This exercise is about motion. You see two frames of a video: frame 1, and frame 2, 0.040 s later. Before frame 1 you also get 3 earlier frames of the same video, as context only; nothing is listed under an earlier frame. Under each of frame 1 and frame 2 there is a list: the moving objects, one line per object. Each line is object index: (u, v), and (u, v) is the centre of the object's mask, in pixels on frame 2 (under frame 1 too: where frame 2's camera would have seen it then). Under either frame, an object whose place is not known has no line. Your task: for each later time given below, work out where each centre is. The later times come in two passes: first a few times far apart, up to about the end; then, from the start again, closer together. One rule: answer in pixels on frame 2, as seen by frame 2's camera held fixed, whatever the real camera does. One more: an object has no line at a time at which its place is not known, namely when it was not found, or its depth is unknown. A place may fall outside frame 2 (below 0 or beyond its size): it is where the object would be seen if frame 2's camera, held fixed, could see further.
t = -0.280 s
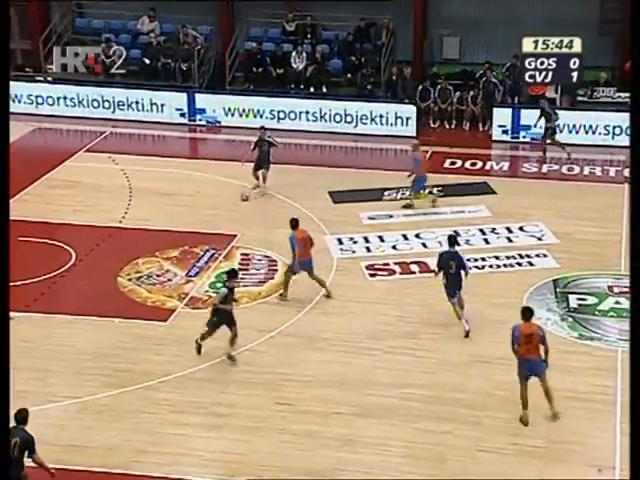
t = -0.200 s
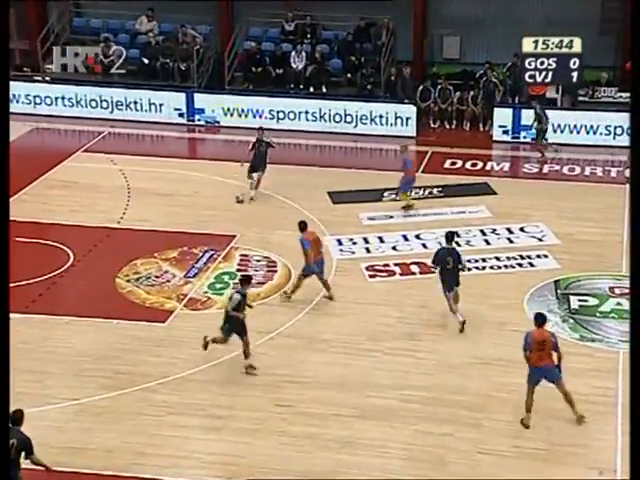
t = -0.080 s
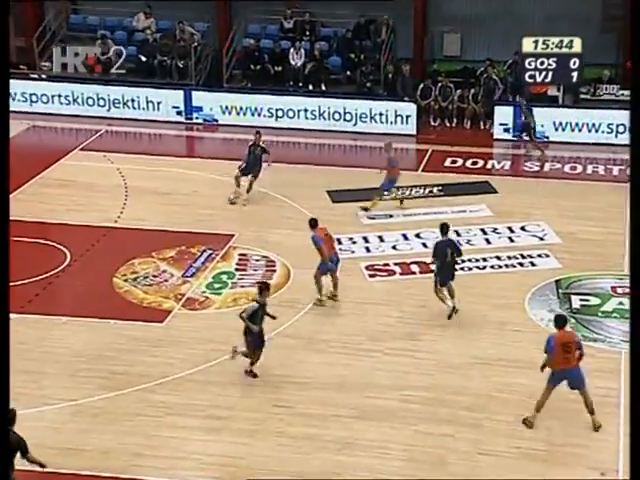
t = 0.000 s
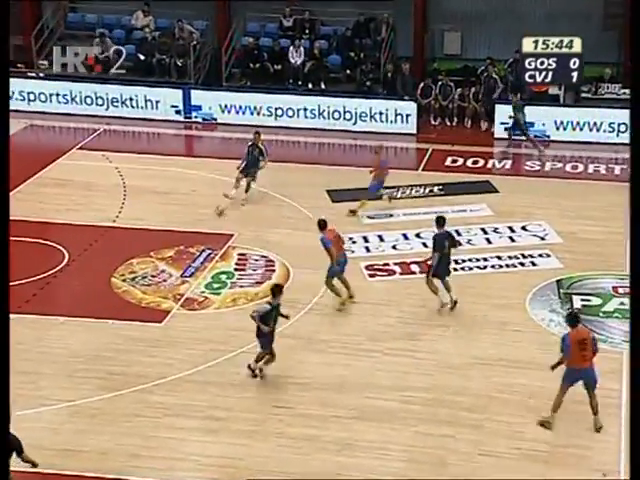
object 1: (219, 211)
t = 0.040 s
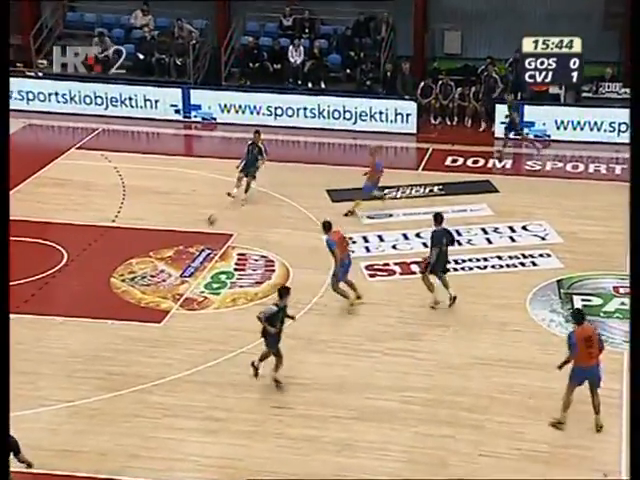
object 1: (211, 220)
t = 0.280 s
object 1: (162, 275)
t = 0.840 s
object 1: (48, 411)
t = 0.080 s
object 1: (203, 230)
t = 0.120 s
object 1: (195, 237)
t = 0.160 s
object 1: (185, 246)
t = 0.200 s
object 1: (178, 253)
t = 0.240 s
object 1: (170, 261)
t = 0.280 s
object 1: (162, 275)
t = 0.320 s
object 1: (153, 286)
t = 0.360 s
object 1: (143, 291)
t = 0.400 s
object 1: (136, 304)
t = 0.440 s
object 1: (126, 313)
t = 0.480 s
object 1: (119, 322)
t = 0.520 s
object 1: (110, 332)
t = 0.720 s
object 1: (71, 382)
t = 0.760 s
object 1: (64, 391)
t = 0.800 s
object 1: (55, 400)
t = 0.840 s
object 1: (48, 411)
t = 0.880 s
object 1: (39, 422)
